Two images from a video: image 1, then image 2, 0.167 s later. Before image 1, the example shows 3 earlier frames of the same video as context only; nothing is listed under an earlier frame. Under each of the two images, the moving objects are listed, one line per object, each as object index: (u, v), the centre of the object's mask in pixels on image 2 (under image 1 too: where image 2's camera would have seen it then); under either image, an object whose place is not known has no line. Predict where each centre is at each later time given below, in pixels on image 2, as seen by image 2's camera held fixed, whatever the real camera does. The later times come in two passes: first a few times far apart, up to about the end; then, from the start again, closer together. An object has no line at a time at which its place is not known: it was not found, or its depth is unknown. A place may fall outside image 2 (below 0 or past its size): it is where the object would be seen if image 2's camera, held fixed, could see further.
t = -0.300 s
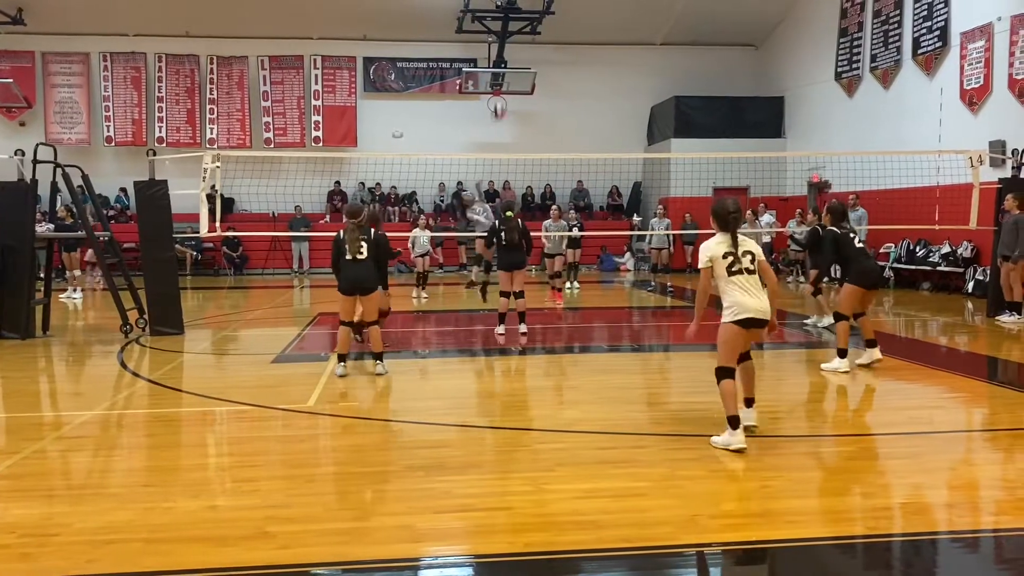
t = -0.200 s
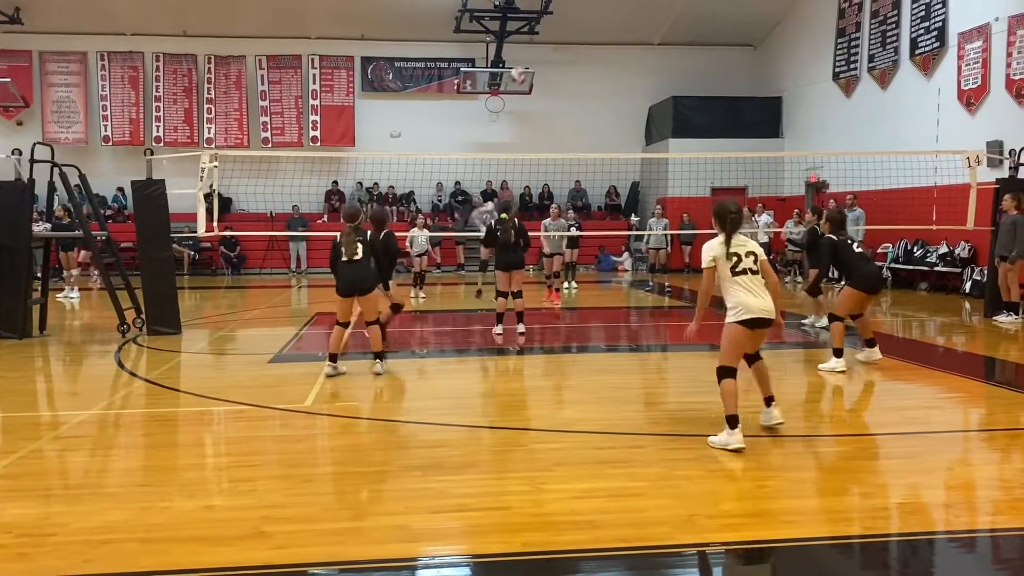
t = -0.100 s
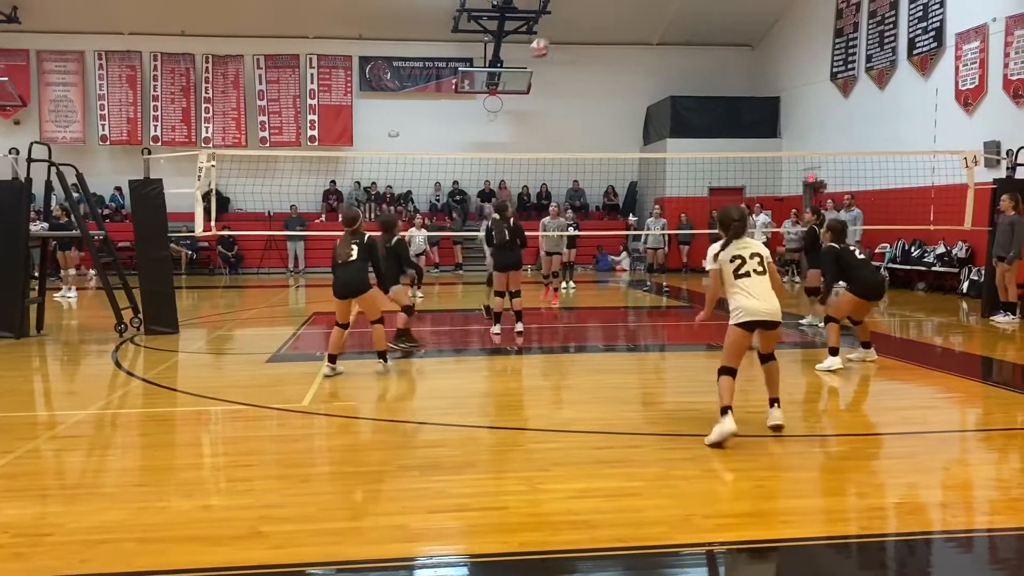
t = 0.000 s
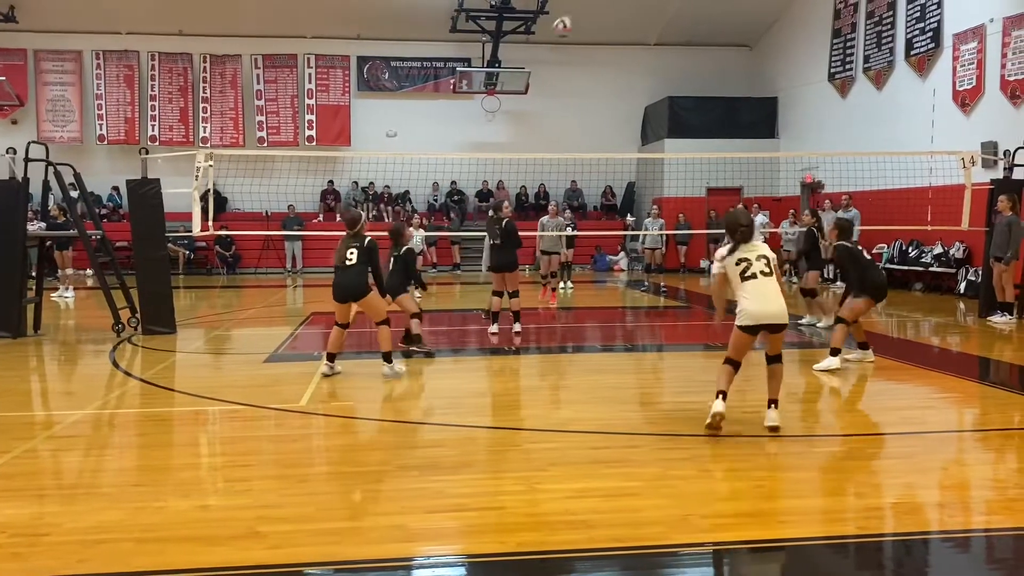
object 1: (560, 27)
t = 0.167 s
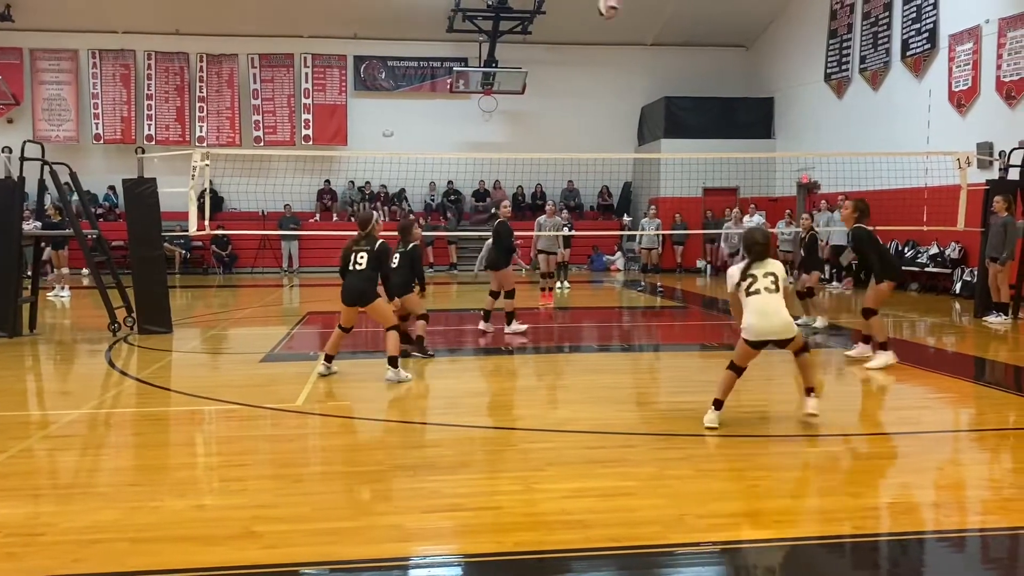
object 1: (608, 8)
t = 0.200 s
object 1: (618, 9)
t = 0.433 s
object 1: (696, 36)
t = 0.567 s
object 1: (746, 85)
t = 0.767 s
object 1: (831, 211)
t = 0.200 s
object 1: (618, 9)
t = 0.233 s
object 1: (627, 9)
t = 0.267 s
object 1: (639, 10)
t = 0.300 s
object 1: (649, 12)
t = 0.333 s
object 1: (659, 16)
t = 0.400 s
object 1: (684, 29)
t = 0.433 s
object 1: (696, 36)
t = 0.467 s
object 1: (709, 46)
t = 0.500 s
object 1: (721, 56)
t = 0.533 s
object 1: (734, 70)
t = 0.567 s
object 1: (746, 85)
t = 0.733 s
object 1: (814, 187)
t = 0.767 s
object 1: (831, 211)
